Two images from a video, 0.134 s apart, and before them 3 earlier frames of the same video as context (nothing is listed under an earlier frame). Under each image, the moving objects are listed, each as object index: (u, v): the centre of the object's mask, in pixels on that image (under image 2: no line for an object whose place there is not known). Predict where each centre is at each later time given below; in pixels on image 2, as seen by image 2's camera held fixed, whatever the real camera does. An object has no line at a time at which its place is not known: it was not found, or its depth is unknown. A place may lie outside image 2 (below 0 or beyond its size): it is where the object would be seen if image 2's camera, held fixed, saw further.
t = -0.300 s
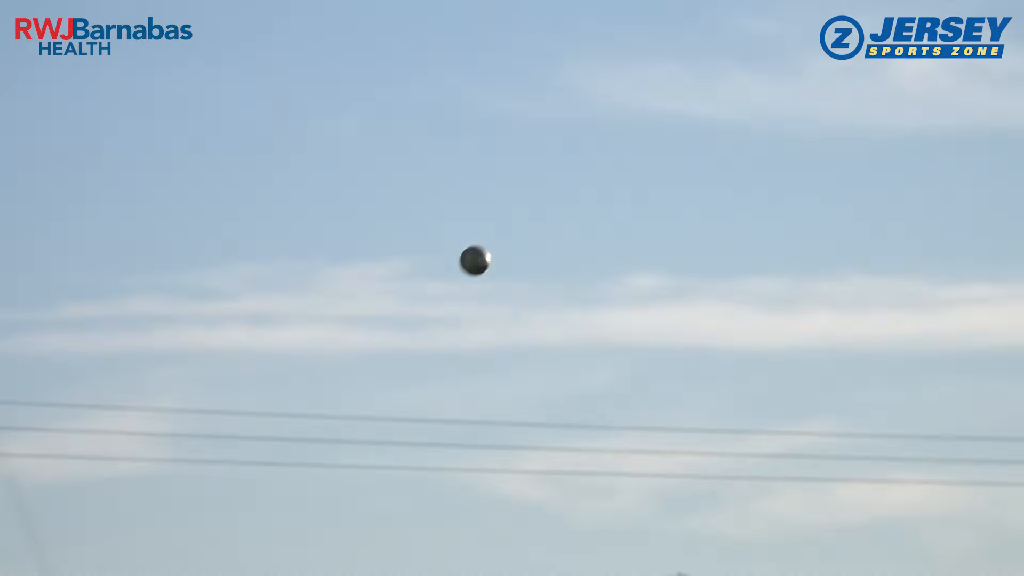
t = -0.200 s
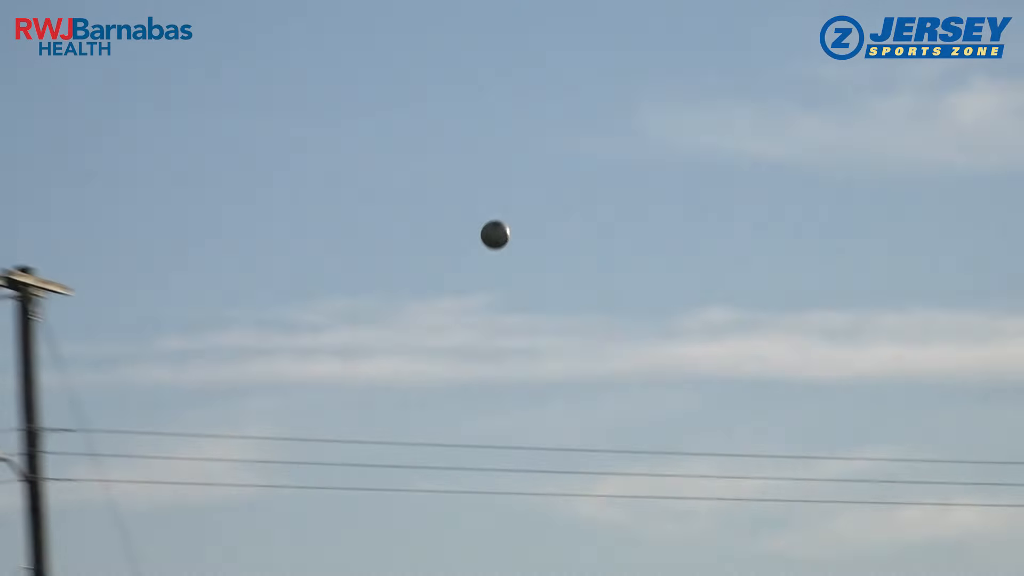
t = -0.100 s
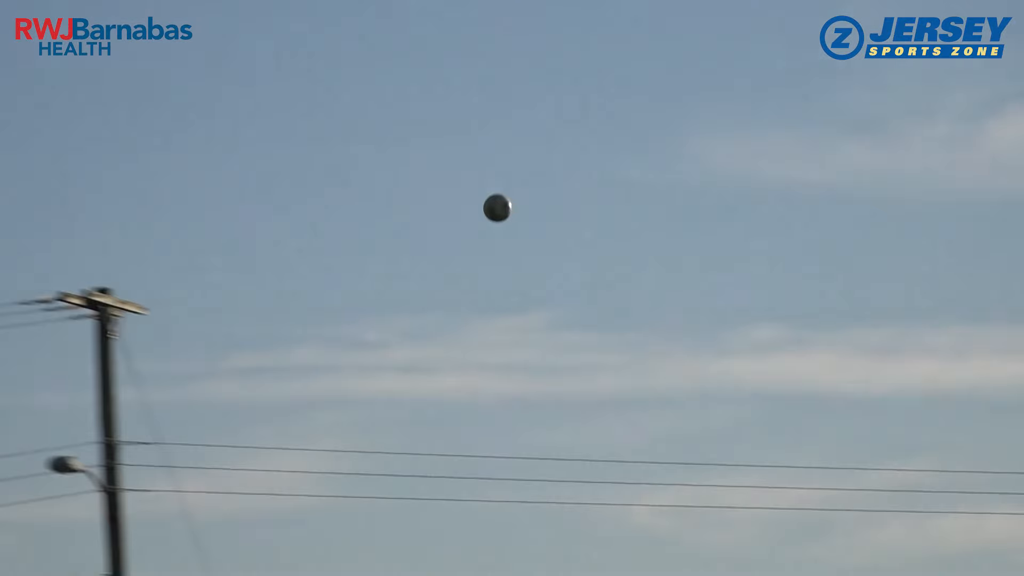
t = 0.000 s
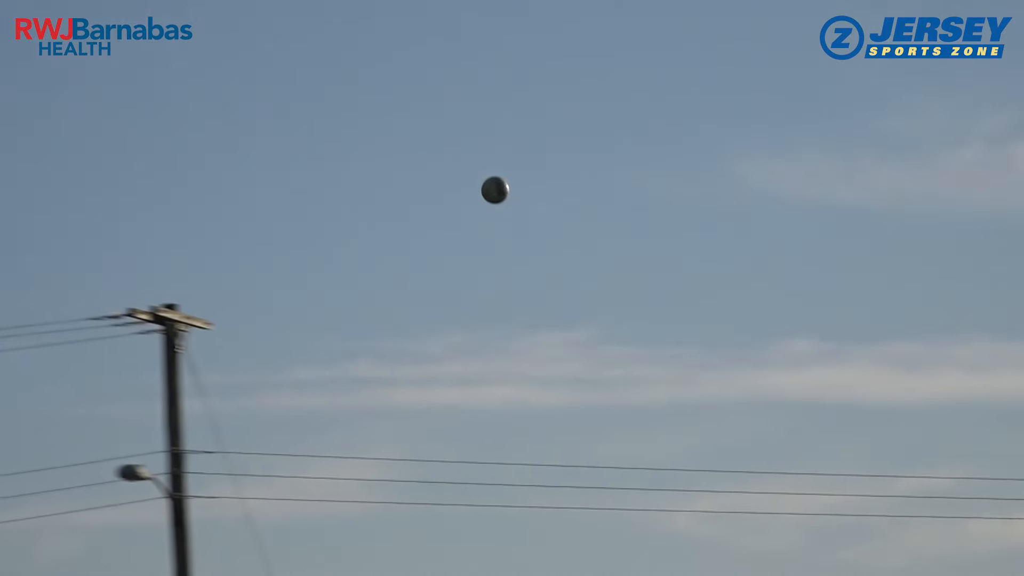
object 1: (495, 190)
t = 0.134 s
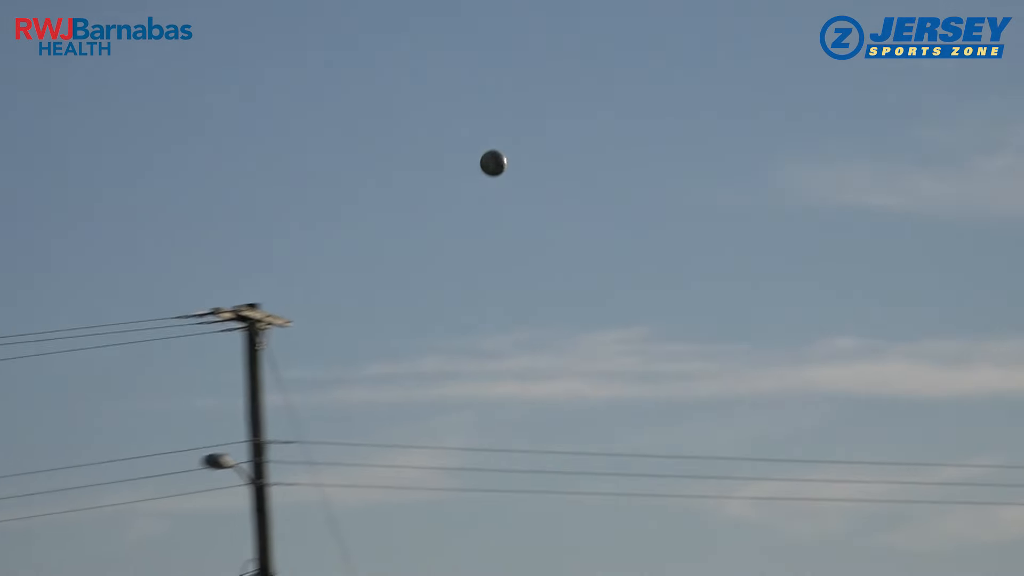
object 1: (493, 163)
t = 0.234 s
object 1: (442, 147)
